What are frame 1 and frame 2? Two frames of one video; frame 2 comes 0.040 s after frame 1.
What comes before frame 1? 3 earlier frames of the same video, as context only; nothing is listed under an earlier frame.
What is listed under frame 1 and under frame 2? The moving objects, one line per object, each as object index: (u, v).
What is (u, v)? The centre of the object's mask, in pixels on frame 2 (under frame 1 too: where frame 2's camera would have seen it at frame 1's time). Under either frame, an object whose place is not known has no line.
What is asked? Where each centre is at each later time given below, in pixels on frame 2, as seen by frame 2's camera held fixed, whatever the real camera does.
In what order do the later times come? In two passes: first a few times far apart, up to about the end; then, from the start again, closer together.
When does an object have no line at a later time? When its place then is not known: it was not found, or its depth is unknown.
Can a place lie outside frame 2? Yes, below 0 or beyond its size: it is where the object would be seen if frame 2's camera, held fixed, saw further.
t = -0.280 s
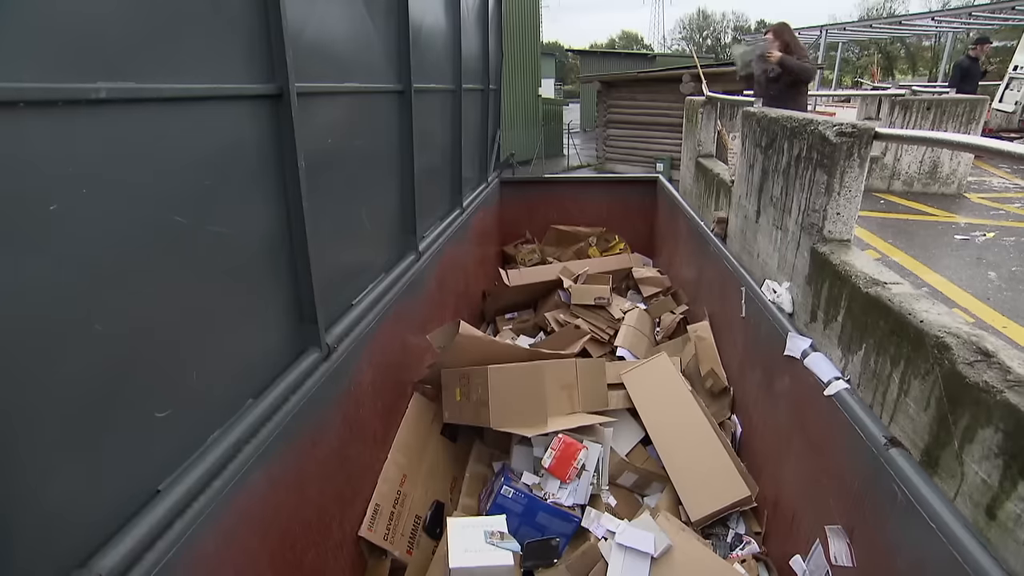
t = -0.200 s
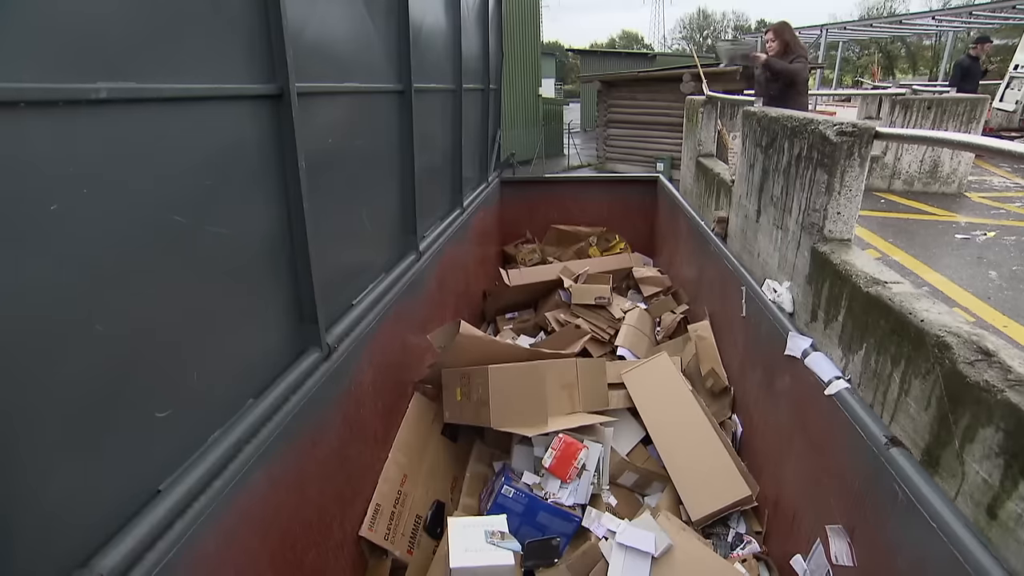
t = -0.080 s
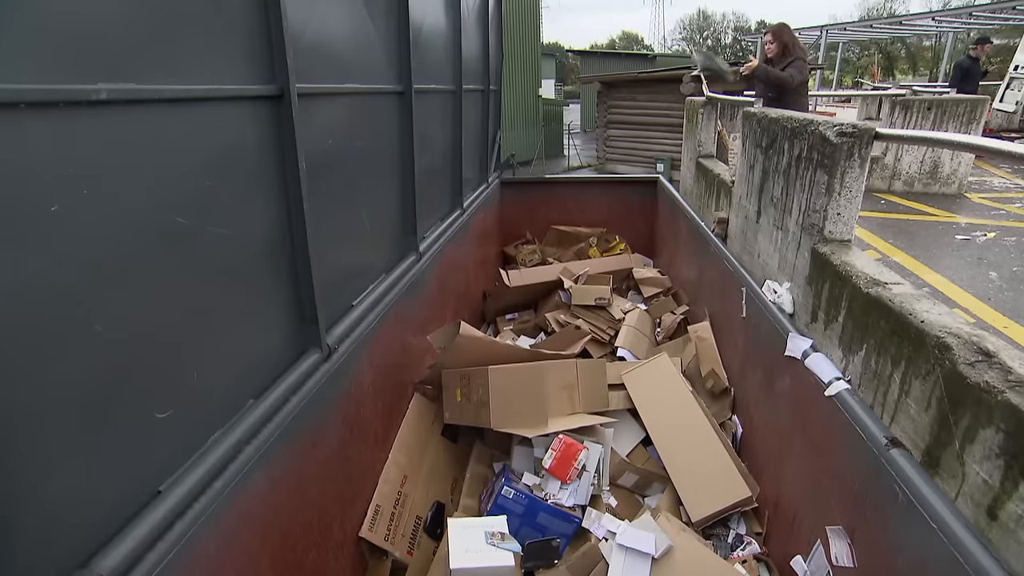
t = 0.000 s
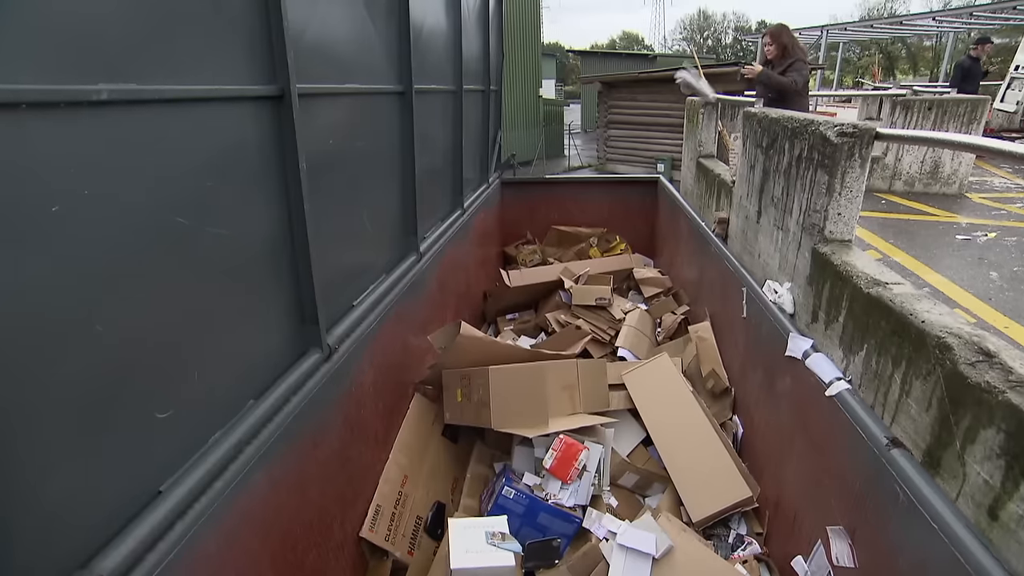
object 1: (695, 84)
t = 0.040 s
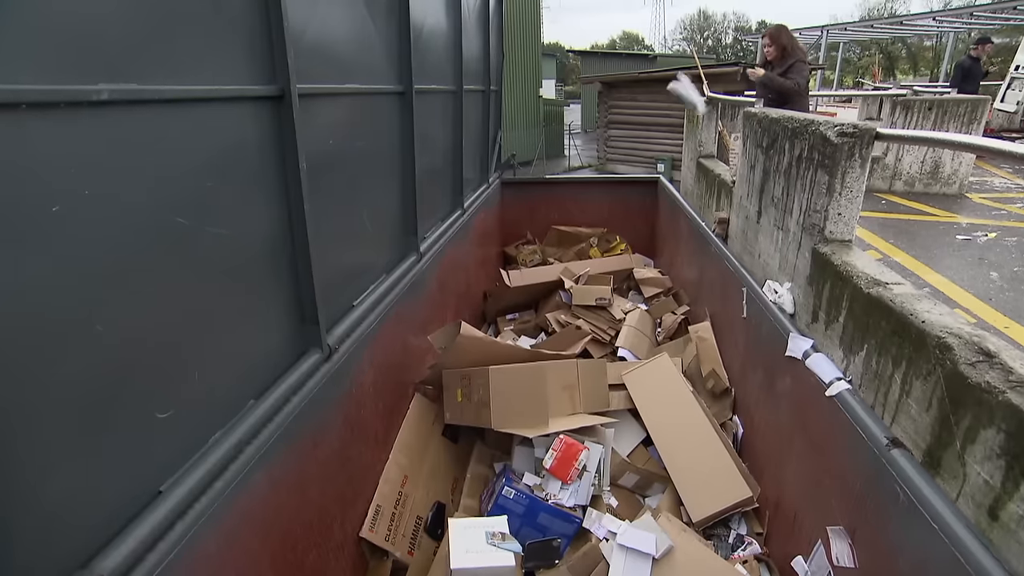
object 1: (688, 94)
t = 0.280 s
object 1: (639, 199)
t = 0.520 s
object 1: (607, 335)
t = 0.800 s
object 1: (604, 350)
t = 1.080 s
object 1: (597, 351)
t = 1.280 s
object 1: (596, 353)
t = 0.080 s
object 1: (680, 108)
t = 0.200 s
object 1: (656, 156)
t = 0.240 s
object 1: (647, 177)
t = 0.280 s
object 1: (639, 199)
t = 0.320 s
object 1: (631, 222)
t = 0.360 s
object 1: (624, 240)
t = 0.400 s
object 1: (619, 266)
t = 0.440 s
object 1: (616, 287)
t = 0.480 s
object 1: (608, 312)
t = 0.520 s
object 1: (607, 335)
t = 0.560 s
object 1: (607, 344)
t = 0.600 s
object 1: (593, 350)
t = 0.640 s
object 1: (592, 351)
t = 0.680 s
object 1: (591, 352)
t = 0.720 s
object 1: (590, 353)
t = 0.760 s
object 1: (589, 351)
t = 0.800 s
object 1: (604, 350)
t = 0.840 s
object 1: (600, 349)
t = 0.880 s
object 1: (600, 353)
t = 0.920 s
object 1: (599, 354)
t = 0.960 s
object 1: (598, 350)
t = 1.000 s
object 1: (598, 349)
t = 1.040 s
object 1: (598, 351)
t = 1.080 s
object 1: (597, 351)
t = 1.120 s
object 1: (597, 353)
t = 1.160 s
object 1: (597, 354)
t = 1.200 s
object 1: (596, 353)
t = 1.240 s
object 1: (596, 353)
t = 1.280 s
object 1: (596, 353)
